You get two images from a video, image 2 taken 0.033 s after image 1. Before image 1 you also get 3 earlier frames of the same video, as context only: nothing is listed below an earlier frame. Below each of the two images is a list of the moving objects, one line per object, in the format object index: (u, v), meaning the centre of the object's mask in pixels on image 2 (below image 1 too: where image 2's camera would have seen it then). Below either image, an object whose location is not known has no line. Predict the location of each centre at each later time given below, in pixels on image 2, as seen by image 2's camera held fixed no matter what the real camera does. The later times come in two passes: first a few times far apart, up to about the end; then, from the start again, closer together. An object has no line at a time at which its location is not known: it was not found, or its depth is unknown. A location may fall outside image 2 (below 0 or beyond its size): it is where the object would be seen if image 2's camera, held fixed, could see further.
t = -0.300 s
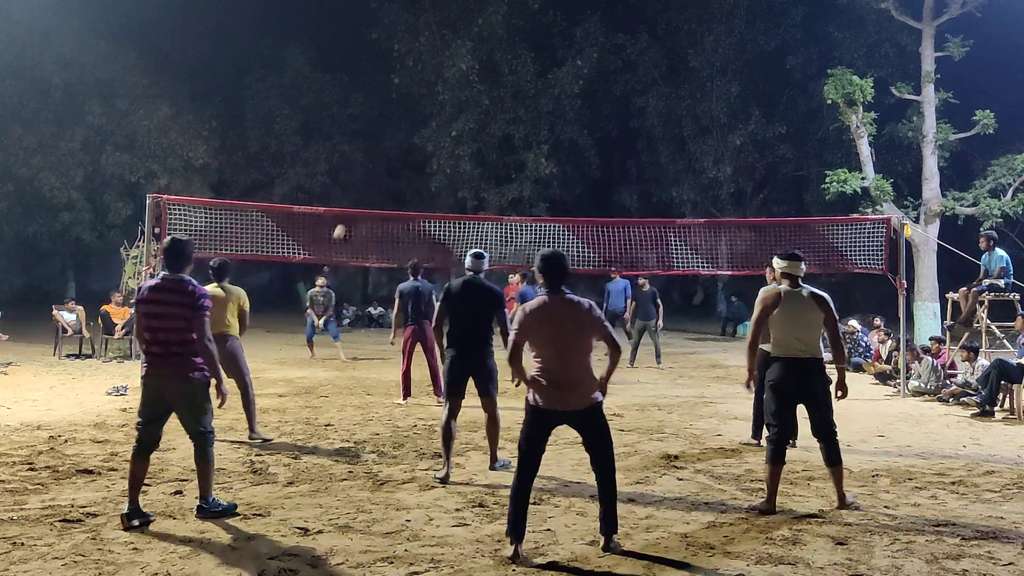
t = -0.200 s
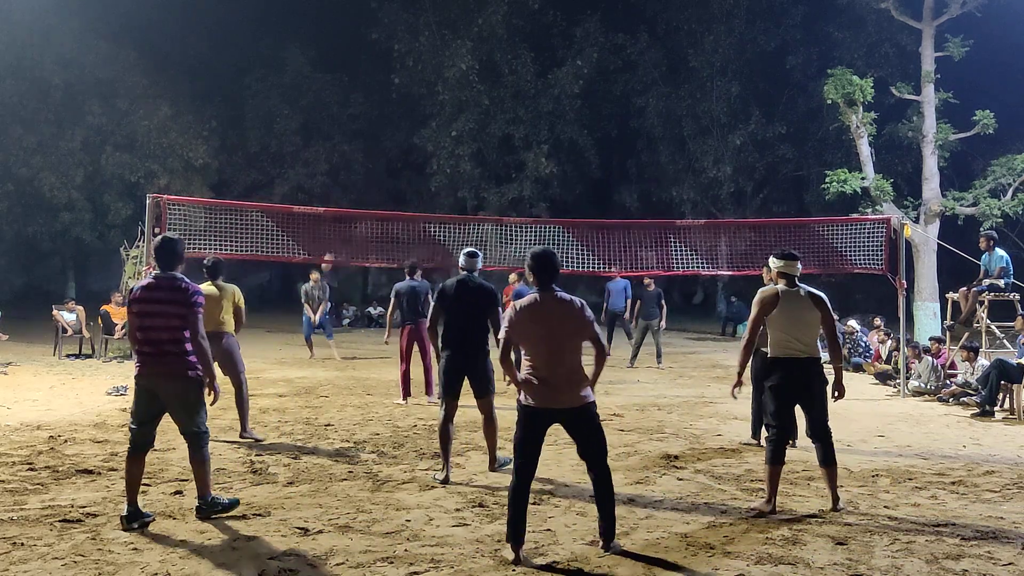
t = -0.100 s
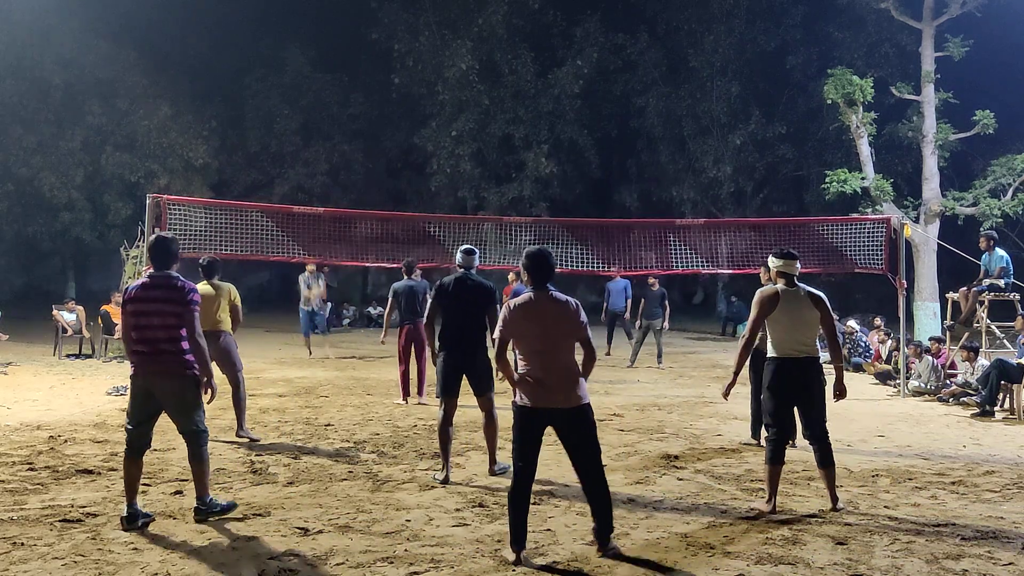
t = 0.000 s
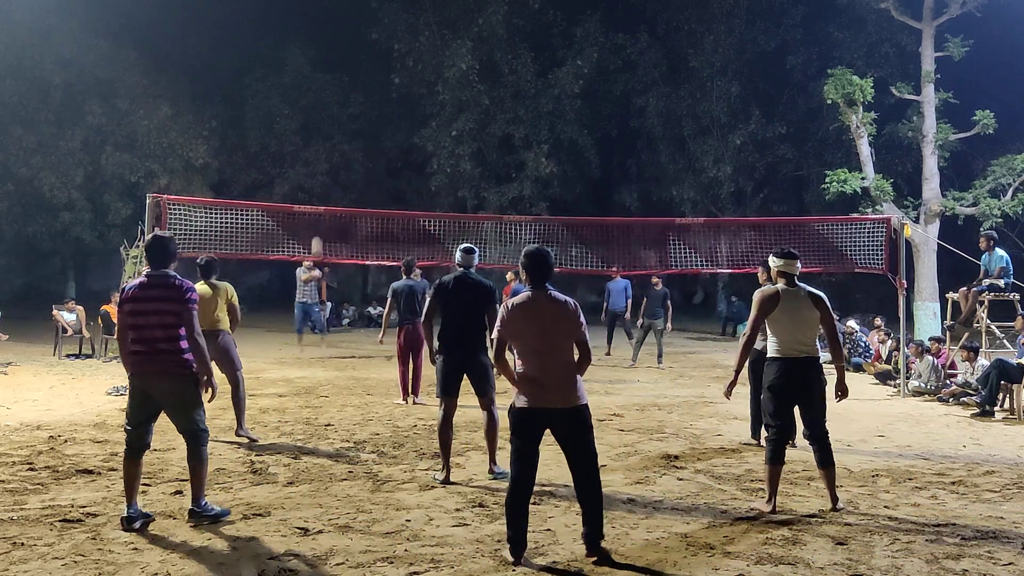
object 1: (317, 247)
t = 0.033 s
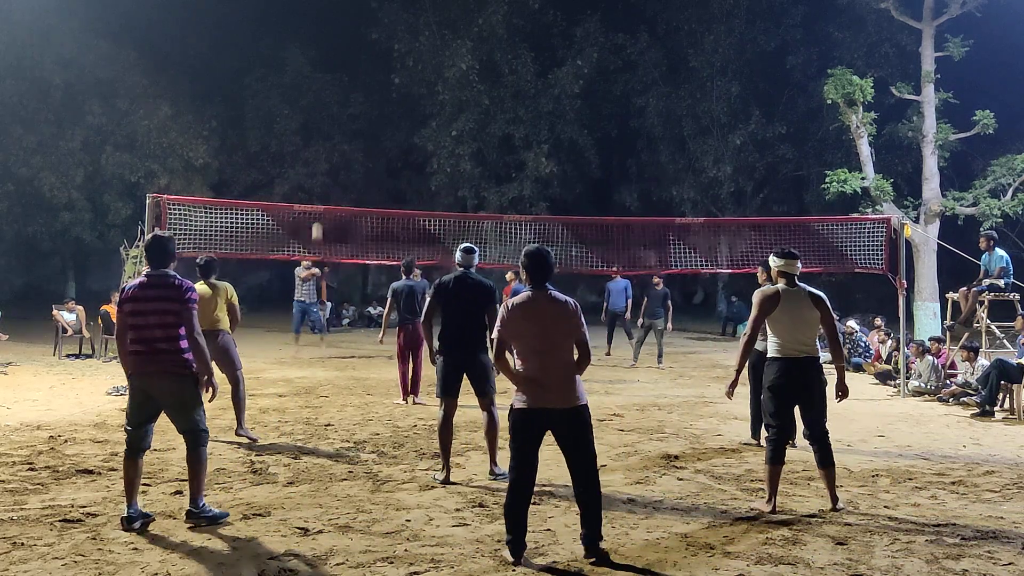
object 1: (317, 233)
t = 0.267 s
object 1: (318, 140)
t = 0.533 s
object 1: (321, 60)
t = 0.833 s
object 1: (326, 18)
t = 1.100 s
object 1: (332, 55)
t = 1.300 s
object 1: (337, 164)
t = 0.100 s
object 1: (317, 200)
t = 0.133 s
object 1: (317, 191)
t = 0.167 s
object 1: (317, 178)
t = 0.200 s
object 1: (318, 165)
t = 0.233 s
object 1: (318, 152)
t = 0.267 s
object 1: (318, 140)
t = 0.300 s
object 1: (318, 128)
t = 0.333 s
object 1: (318, 117)
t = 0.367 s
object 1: (319, 106)
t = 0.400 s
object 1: (319, 96)
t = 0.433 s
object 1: (320, 87)
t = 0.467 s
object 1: (320, 77)
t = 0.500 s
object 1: (321, 68)
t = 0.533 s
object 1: (321, 60)
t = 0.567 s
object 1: (322, 53)
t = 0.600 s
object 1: (322, 45)
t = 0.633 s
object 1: (322, 39)
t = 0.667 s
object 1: (323, 33)
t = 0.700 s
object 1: (324, 29)
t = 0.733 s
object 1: (324, 25)
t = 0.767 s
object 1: (325, 22)
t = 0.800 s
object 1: (325, 19)
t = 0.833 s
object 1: (326, 18)
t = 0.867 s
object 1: (327, 18)
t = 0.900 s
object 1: (327, 20)
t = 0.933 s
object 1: (328, 22)
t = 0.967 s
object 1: (329, 25)
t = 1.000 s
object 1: (330, 30)
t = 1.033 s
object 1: (331, 37)
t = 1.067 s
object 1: (331, 46)
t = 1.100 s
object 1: (332, 55)
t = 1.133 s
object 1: (332, 68)
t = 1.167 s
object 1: (334, 82)
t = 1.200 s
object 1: (335, 99)
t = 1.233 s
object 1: (335, 119)
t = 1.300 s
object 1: (337, 164)
